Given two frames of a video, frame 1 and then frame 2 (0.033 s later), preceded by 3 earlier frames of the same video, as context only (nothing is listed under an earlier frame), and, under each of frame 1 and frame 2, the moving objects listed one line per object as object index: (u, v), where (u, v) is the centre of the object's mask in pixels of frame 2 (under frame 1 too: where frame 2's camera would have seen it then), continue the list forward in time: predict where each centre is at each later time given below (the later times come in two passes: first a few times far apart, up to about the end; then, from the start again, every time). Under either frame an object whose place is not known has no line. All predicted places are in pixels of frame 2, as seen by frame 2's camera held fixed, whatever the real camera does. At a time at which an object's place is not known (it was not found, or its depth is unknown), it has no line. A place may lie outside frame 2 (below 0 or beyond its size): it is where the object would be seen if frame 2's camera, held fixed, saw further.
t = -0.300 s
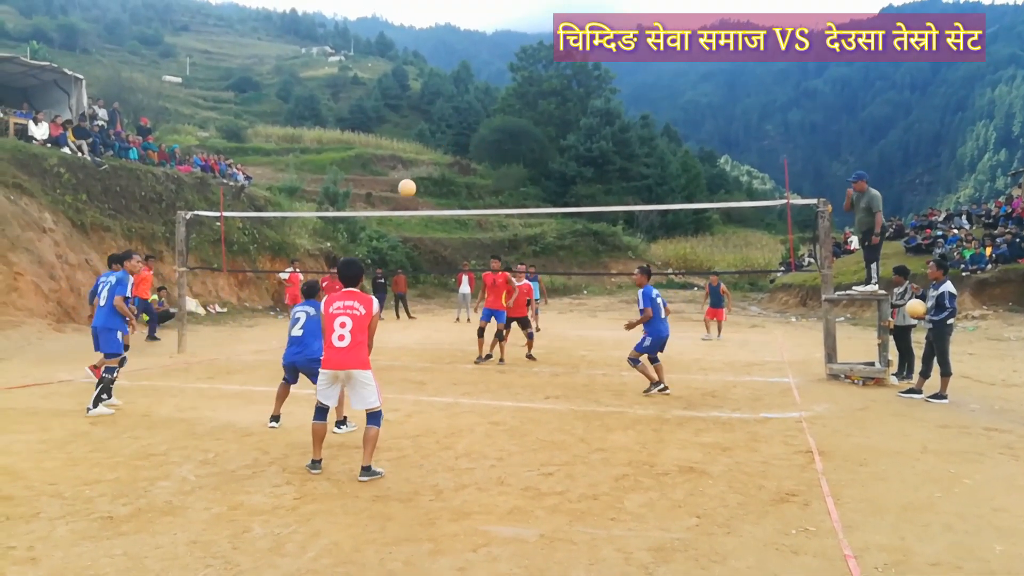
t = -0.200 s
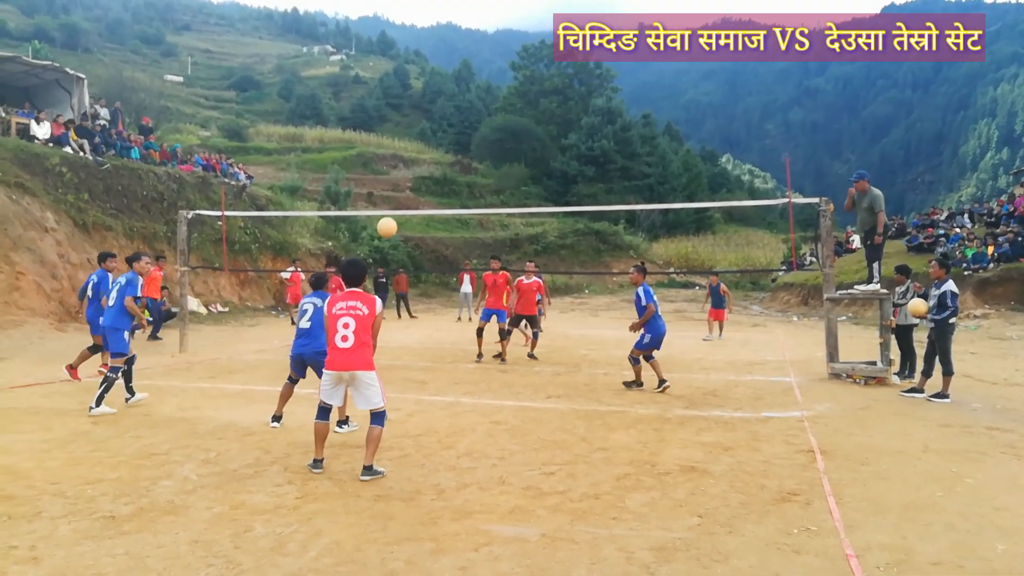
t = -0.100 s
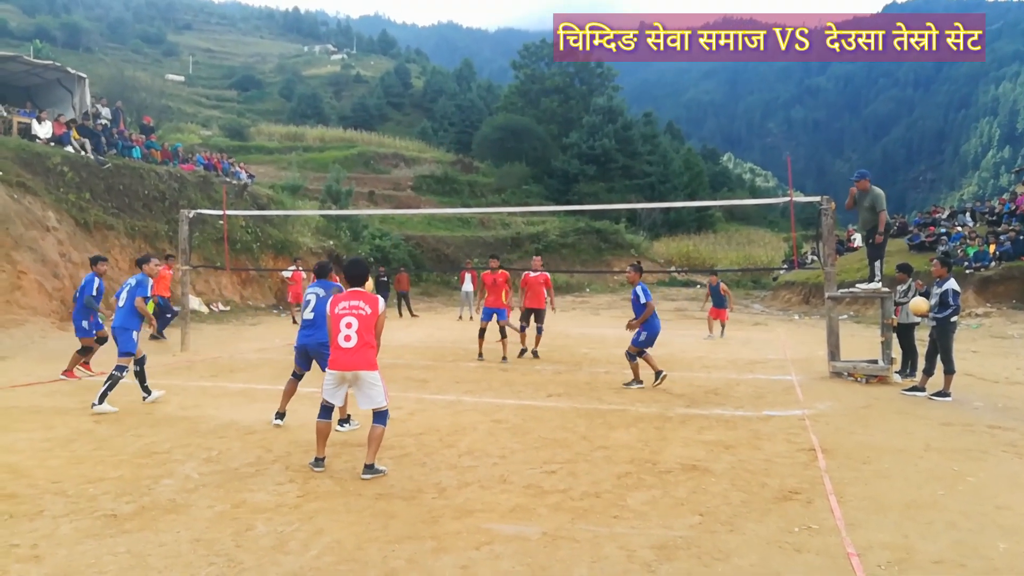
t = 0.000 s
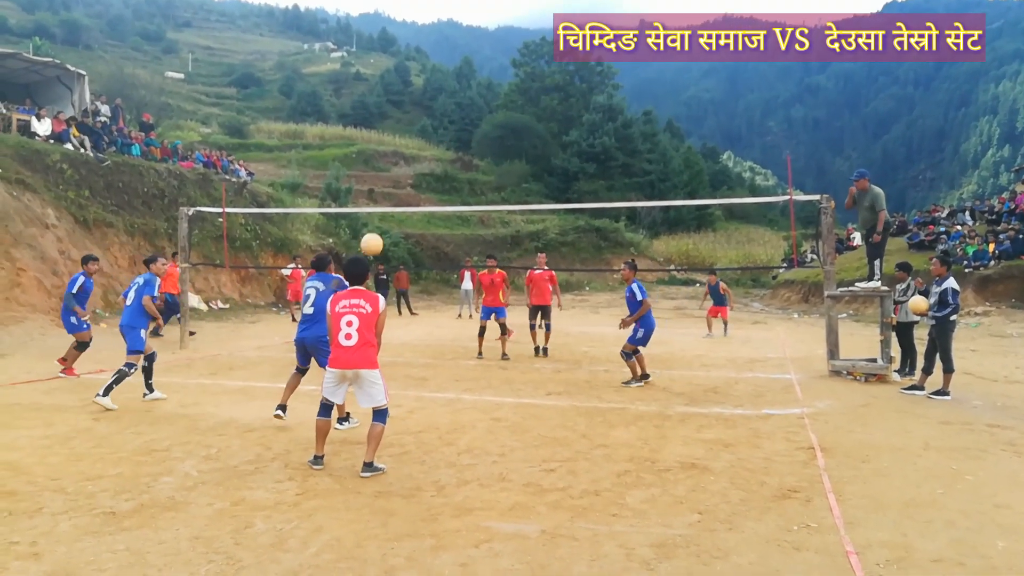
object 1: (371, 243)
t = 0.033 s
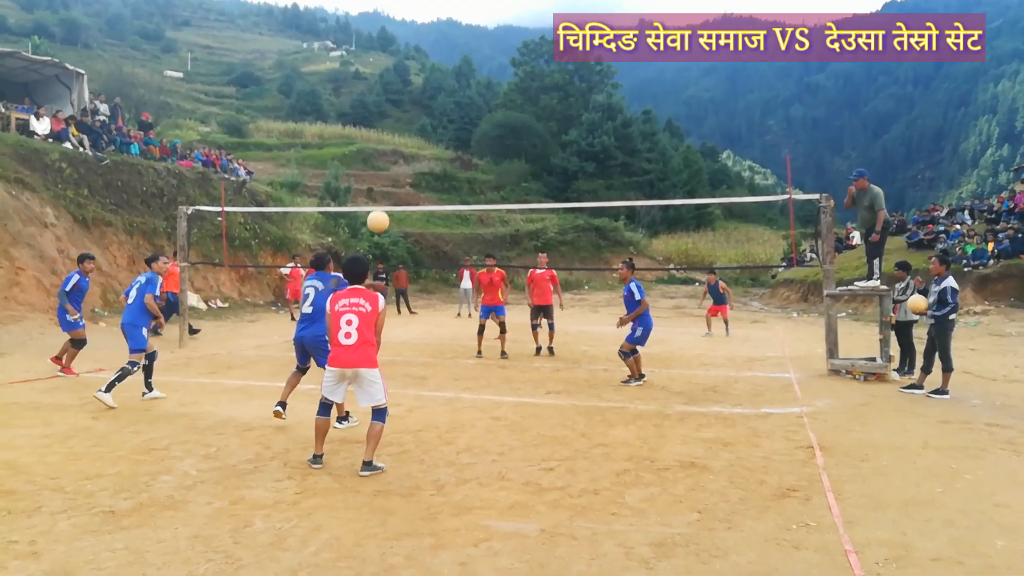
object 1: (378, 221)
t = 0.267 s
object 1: (425, 104)
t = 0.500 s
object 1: (468, 45)
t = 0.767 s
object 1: (511, 39)
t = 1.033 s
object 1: (549, 93)
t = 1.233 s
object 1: (575, 167)
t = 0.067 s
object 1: (385, 200)
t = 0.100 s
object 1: (392, 181)
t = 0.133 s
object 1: (399, 163)
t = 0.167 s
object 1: (406, 146)
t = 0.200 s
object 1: (412, 131)
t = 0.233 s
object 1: (419, 117)
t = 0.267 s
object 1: (425, 104)
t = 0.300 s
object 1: (432, 92)
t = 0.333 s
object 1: (438, 81)
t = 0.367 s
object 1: (444, 72)
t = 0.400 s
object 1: (450, 63)
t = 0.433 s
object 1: (457, 56)
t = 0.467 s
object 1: (462, 50)
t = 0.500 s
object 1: (468, 45)
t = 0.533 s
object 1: (474, 40)
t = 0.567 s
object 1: (479, 37)
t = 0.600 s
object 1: (485, 35)
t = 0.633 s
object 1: (490, 35)
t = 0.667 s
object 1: (496, 34)
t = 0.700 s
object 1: (501, 35)
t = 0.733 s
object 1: (506, 37)
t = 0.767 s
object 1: (511, 39)
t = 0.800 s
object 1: (516, 43)
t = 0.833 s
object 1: (522, 47)
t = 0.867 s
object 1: (526, 53)
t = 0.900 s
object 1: (531, 59)
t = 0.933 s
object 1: (535, 67)
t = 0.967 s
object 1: (540, 75)
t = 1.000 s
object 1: (545, 83)
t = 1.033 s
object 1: (549, 93)
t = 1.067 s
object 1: (554, 103)
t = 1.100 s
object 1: (558, 115)
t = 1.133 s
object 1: (562, 127)
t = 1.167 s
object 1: (567, 139)
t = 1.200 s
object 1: (571, 153)
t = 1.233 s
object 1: (575, 167)
